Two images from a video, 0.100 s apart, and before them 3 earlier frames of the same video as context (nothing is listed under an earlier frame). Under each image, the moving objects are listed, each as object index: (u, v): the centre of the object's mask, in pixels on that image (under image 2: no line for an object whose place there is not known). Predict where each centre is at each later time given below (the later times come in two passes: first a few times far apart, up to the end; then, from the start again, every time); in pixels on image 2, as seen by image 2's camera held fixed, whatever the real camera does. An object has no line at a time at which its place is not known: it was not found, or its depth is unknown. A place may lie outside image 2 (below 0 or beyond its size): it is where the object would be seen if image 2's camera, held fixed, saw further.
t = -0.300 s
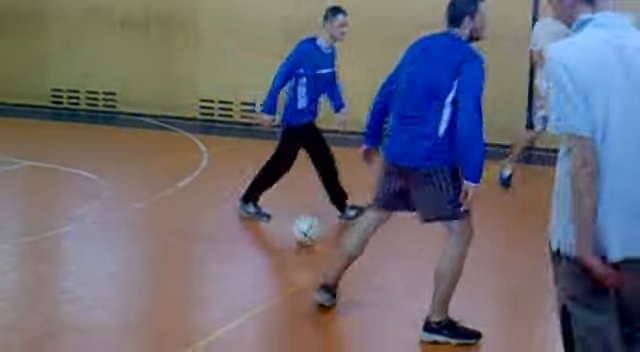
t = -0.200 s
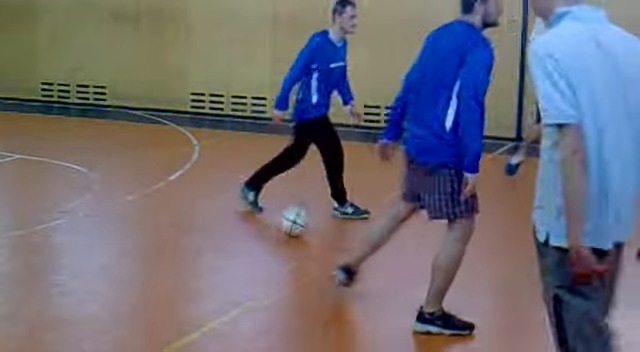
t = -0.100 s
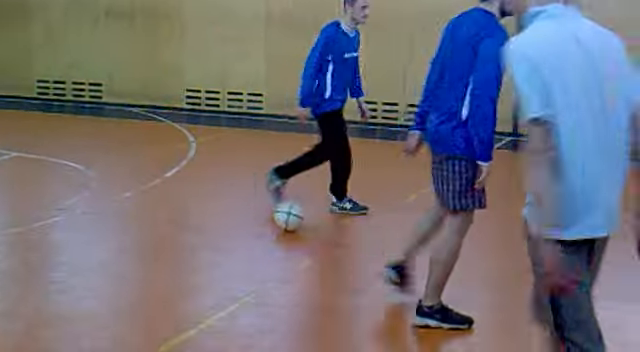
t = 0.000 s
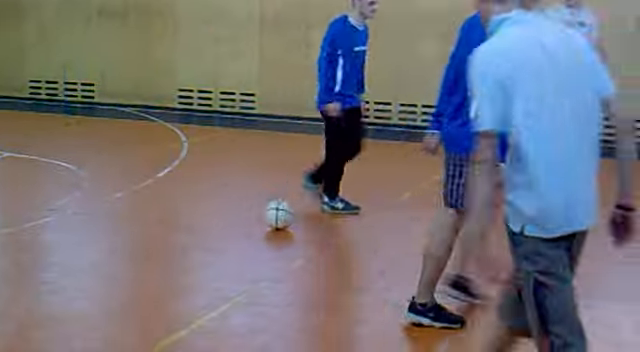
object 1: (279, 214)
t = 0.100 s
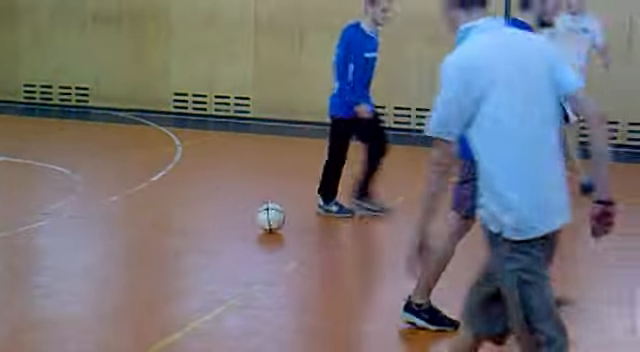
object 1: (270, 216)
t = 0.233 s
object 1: (266, 216)
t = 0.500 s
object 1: (260, 214)
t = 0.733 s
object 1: (254, 212)
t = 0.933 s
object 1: (248, 211)
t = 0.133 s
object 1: (269, 216)
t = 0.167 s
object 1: (268, 217)
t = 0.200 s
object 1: (267, 216)
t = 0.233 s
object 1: (266, 216)
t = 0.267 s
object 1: (266, 215)
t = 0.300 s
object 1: (265, 216)
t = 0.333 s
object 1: (264, 216)
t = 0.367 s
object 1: (264, 215)
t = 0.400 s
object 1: (263, 215)
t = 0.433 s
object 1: (262, 215)
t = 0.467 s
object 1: (262, 215)
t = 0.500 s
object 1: (260, 214)
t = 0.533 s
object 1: (260, 214)
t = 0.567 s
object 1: (259, 214)
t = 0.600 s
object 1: (258, 213)
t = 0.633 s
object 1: (257, 213)
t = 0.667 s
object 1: (256, 213)
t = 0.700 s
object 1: (255, 213)
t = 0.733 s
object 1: (254, 212)
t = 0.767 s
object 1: (254, 212)
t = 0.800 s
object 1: (252, 212)
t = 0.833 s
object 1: (252, 212)
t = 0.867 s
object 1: (250, 211)
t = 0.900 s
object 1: (249, 210)
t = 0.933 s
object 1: (248, 211)
